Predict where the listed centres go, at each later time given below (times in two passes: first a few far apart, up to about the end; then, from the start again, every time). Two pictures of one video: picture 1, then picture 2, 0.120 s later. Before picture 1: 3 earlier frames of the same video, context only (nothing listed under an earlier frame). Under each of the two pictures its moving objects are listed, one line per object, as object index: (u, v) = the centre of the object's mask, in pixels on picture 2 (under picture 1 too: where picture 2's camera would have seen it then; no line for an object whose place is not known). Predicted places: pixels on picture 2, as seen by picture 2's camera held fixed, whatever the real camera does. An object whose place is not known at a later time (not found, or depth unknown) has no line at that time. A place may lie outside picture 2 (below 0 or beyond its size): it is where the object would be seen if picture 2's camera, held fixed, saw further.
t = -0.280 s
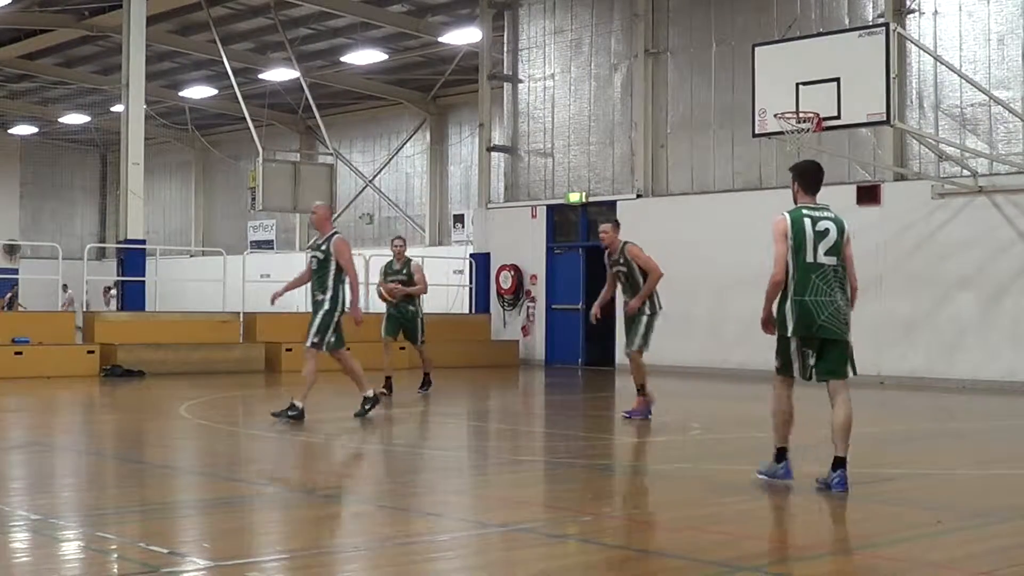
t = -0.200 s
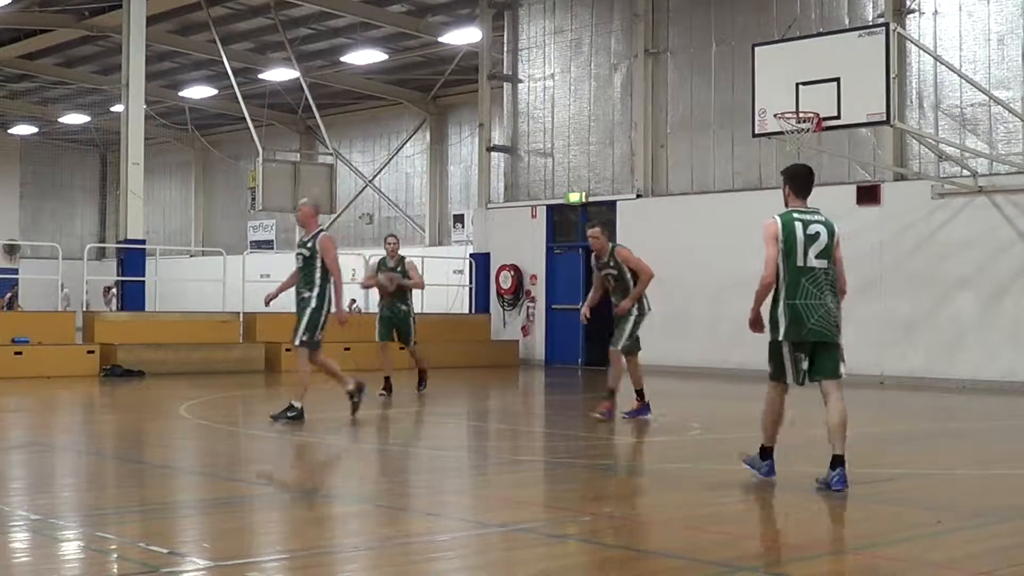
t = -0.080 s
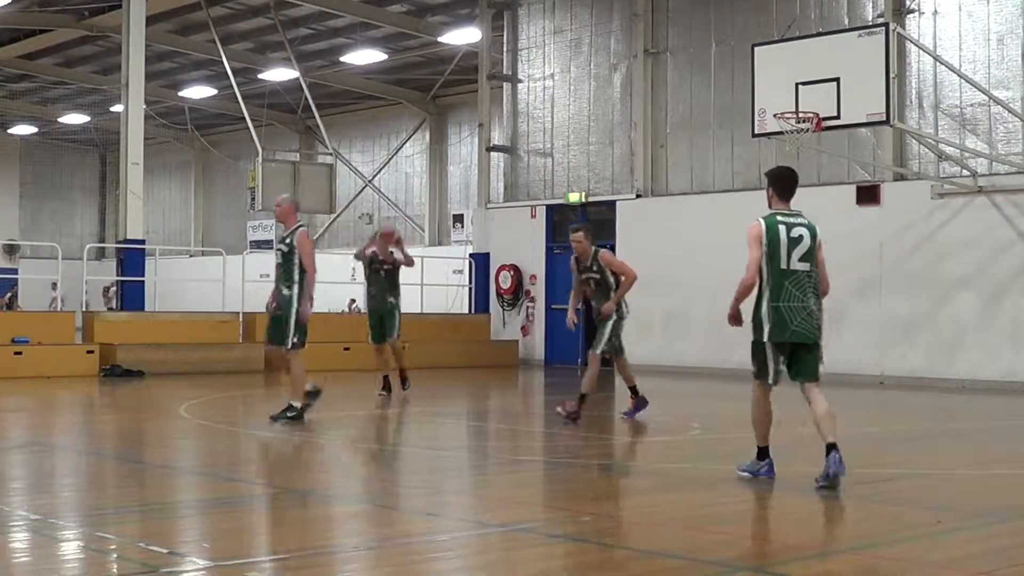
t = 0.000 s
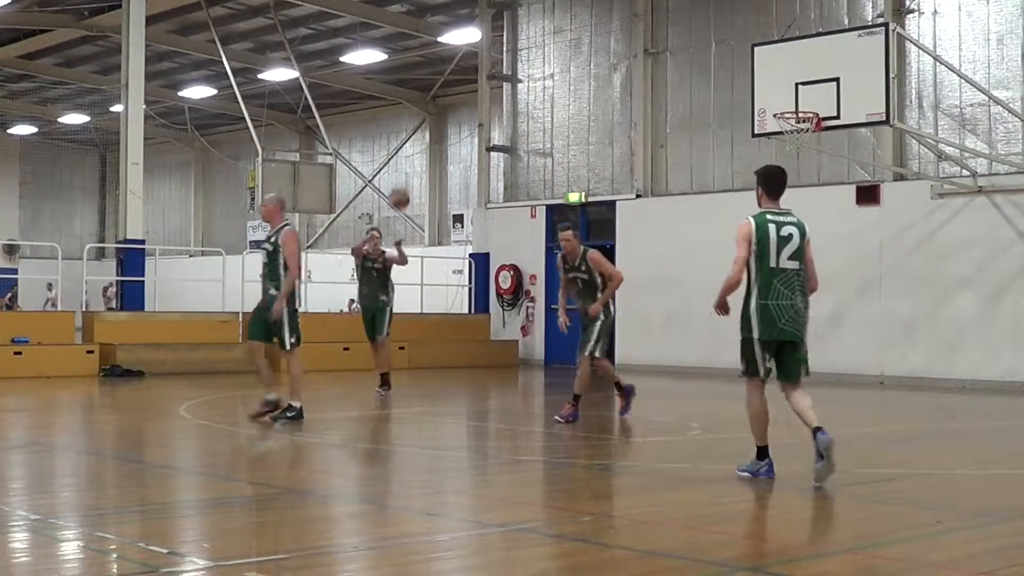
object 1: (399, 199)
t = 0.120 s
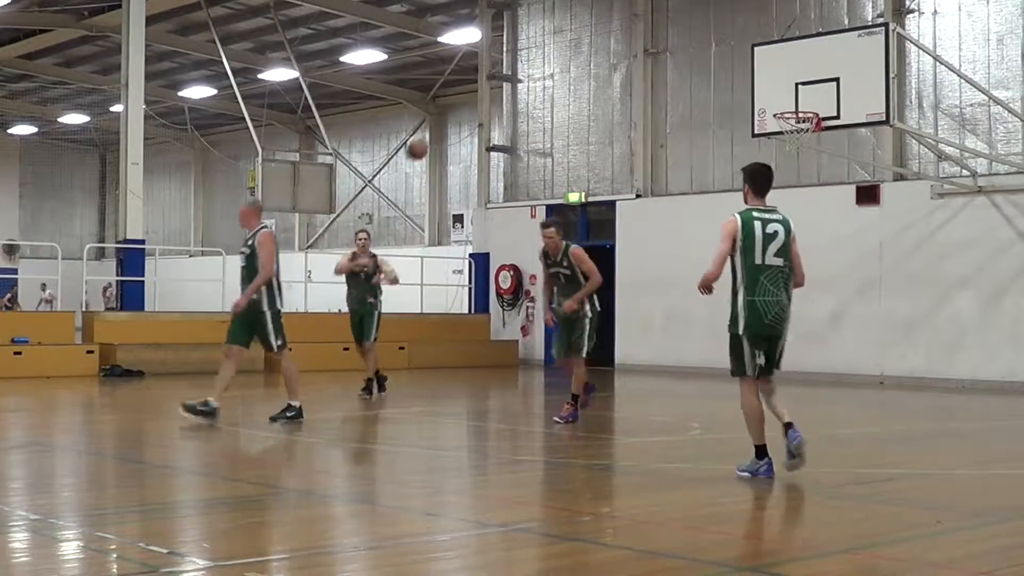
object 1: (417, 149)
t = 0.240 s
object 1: (434, 106)
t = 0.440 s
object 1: (471, 61)
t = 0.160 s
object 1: (422, 132)
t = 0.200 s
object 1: (429, 118)
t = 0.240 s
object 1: (434, 106)
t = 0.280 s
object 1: (440, 94)
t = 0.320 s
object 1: (449, 83)
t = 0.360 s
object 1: (455, 74)
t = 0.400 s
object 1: (464, 65)
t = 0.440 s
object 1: (471, 61)
